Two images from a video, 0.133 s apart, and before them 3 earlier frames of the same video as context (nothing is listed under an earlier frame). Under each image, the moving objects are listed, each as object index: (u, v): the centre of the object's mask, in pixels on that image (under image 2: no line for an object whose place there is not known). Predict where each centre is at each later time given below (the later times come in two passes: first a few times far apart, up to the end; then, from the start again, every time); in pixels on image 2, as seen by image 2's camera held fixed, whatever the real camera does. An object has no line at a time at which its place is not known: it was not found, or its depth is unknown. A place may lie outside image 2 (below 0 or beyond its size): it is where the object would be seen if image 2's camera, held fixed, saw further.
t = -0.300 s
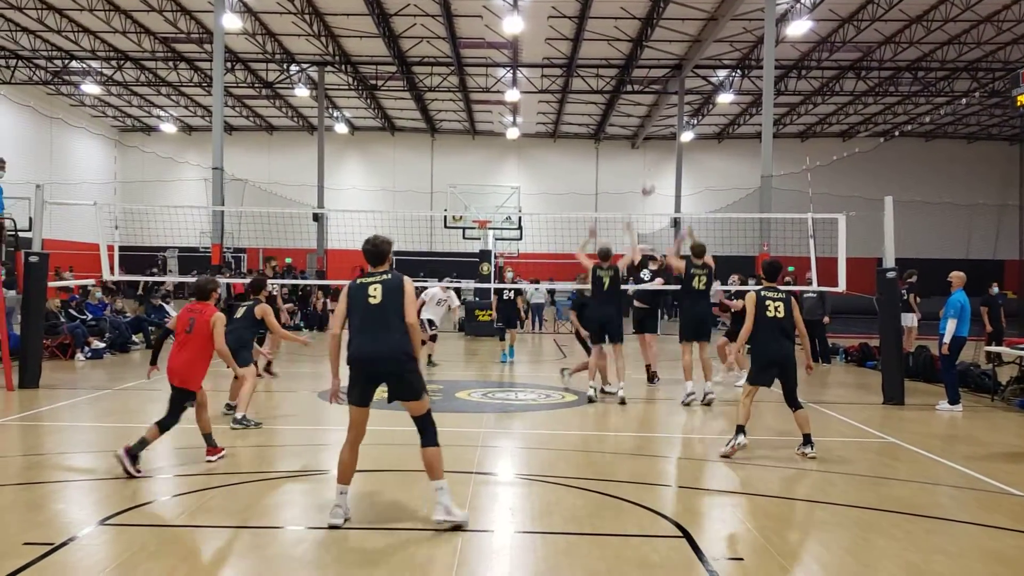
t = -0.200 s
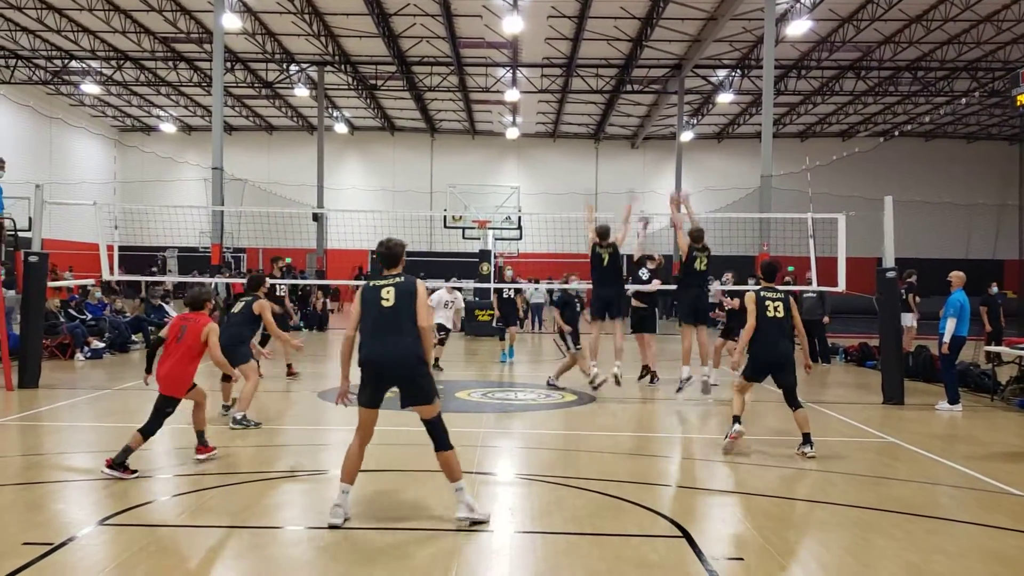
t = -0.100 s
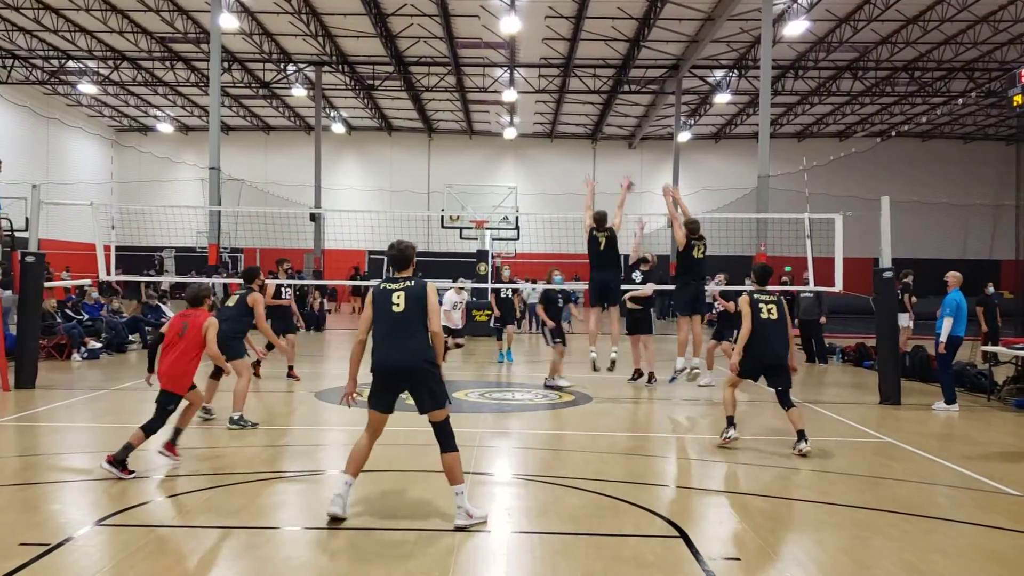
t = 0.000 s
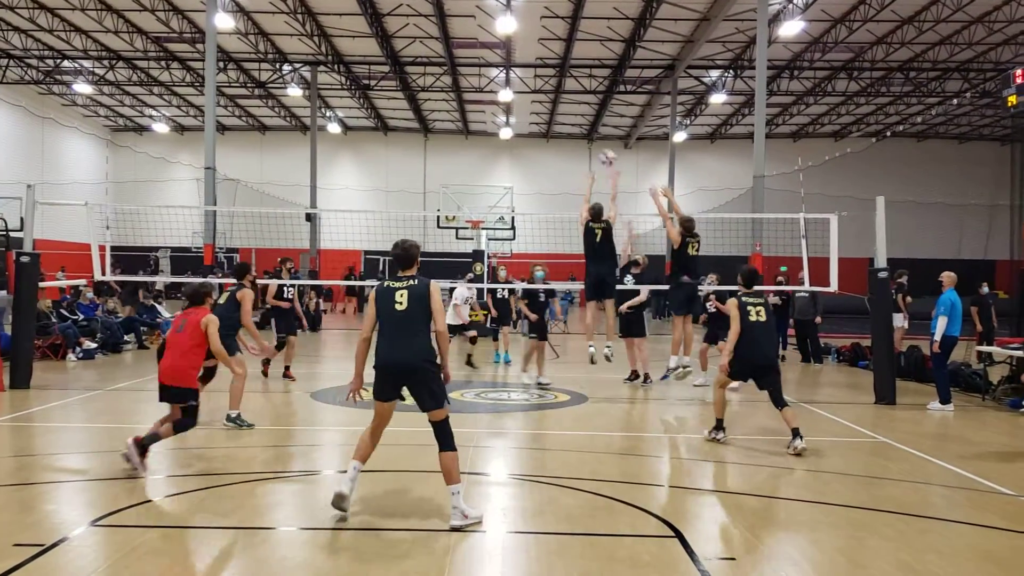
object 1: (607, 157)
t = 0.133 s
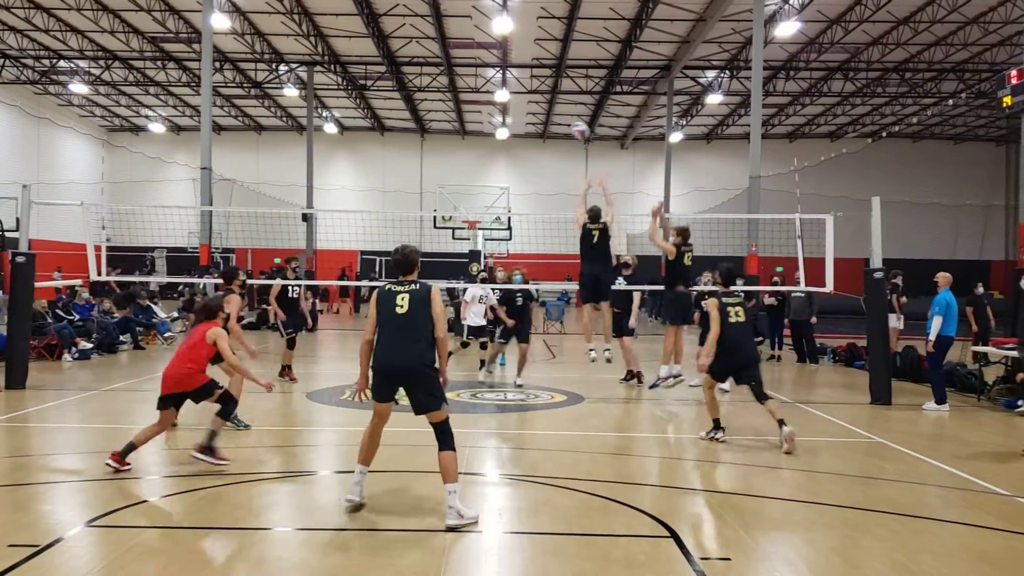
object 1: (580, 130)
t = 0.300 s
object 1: (544, 113)
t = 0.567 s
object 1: (465, 136)
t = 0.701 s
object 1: (416, 184)
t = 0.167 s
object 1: (573, 124)
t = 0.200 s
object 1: (565, 120)
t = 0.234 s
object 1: (558, 115)
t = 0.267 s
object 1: (550, 114)
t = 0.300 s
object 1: (544, 113)
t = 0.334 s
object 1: (535, 111)
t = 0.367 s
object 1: (526, 111)
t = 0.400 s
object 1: (516, 112)
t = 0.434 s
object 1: (506, 115)
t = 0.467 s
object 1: (497, 118)
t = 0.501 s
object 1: (488, 123)
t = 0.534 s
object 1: (475, 129)
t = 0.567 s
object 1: (465, 136)
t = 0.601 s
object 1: (454, 145)
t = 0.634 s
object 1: (442, 156)
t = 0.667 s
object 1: (428, 168)
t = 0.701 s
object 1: (416, 184)
